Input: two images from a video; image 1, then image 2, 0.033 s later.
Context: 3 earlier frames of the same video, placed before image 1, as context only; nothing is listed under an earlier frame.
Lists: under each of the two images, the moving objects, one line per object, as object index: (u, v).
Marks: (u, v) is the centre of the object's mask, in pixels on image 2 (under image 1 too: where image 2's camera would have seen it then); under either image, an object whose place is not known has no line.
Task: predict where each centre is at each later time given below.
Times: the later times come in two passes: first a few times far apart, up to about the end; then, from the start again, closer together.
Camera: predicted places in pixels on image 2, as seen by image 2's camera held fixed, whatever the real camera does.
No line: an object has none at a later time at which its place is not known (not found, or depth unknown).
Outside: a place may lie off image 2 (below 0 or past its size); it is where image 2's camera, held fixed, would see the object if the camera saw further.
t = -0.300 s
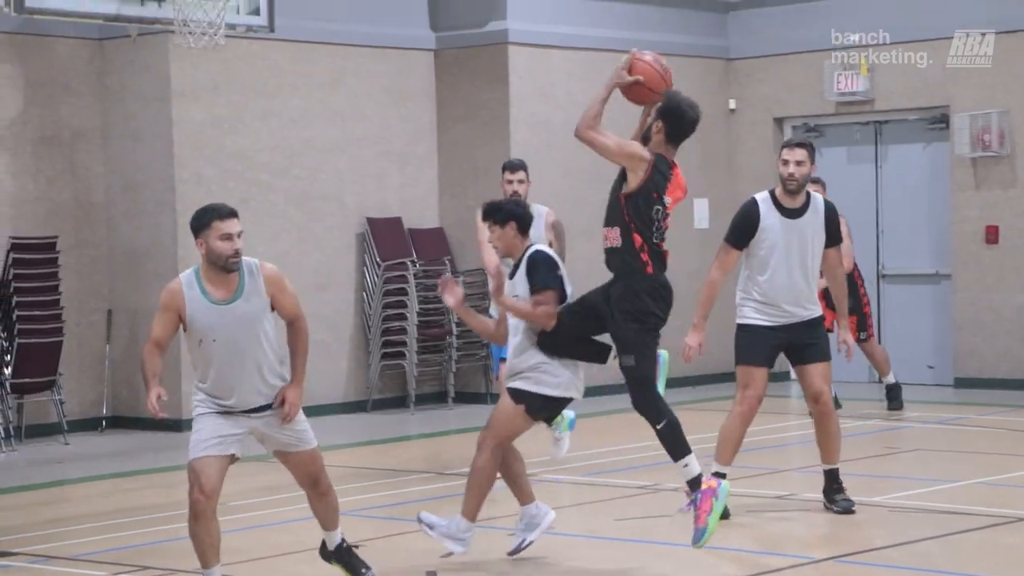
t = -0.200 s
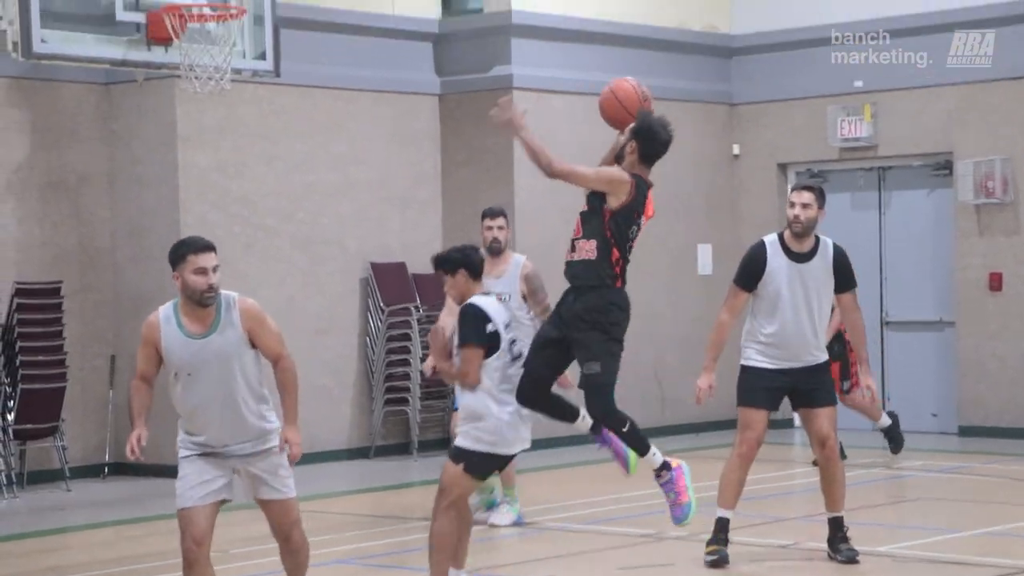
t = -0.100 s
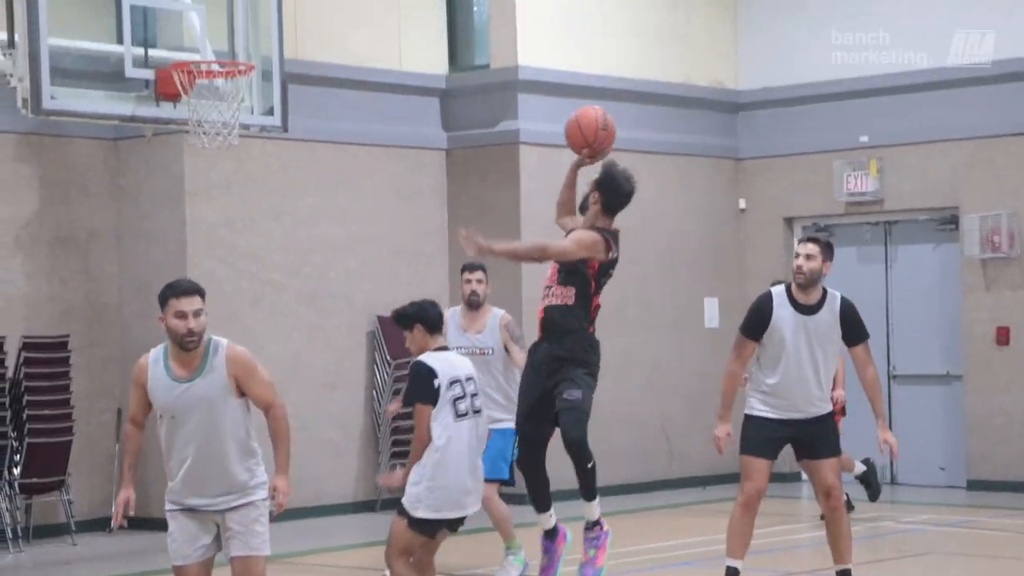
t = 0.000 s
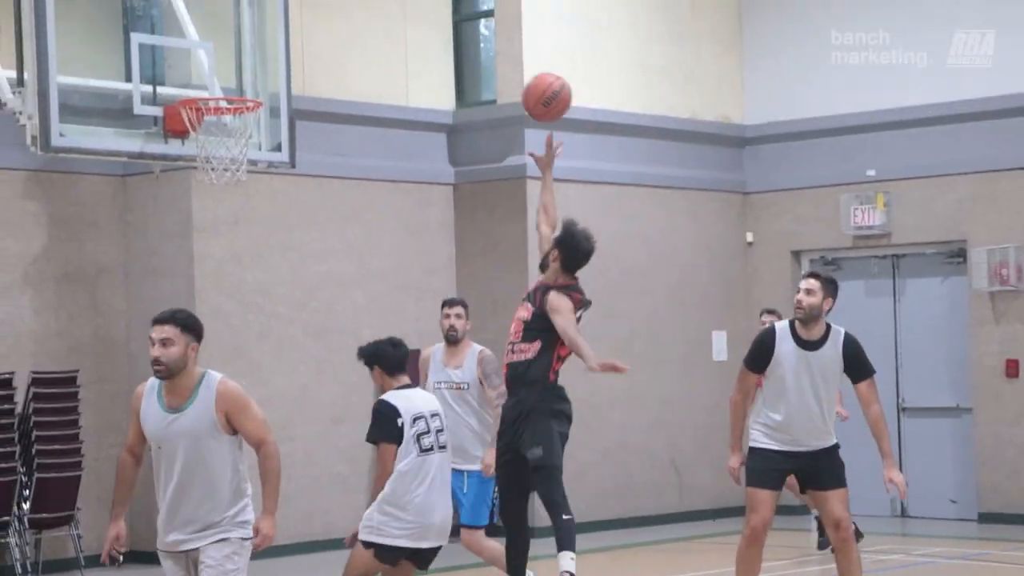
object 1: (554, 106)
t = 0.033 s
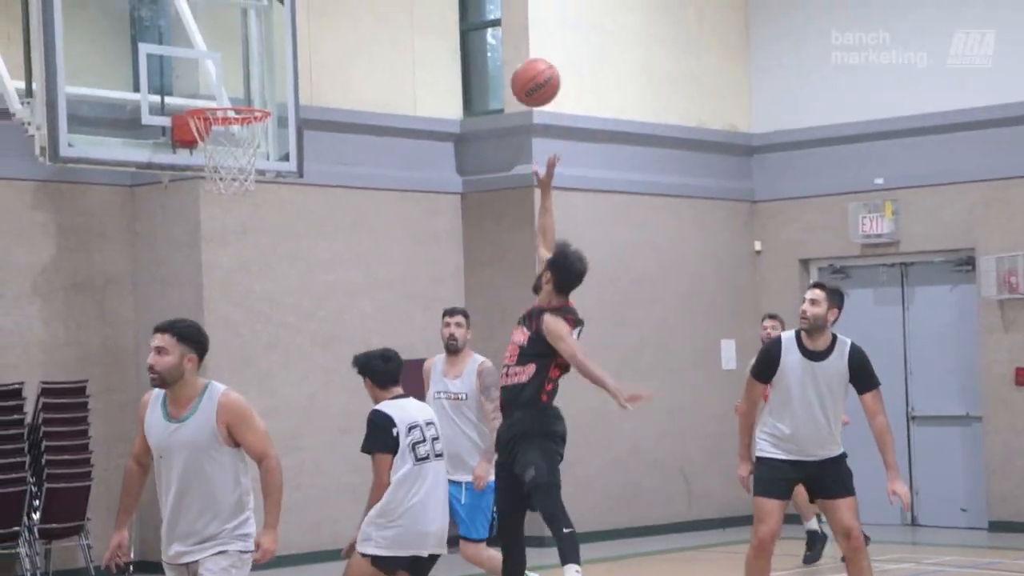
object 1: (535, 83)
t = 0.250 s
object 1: (421, -10)
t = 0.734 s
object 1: (222, 106)
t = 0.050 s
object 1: (526, 72)
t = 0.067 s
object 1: (516, 61)
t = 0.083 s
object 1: (507, 52)
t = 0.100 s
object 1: (498, 43)
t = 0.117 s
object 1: (489, 34)
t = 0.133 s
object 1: (480, 25)
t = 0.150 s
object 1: (471, 19)
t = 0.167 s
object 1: (463, 12)
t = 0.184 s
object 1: (454, 6)
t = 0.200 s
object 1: (446, 1)
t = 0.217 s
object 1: (438, -4)
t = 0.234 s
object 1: (429, -8)
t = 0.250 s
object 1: (421, -10)
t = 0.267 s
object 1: (412, -12)
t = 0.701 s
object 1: (232, 88)
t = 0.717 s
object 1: (226, 93)
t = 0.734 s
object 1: (222, 106)
